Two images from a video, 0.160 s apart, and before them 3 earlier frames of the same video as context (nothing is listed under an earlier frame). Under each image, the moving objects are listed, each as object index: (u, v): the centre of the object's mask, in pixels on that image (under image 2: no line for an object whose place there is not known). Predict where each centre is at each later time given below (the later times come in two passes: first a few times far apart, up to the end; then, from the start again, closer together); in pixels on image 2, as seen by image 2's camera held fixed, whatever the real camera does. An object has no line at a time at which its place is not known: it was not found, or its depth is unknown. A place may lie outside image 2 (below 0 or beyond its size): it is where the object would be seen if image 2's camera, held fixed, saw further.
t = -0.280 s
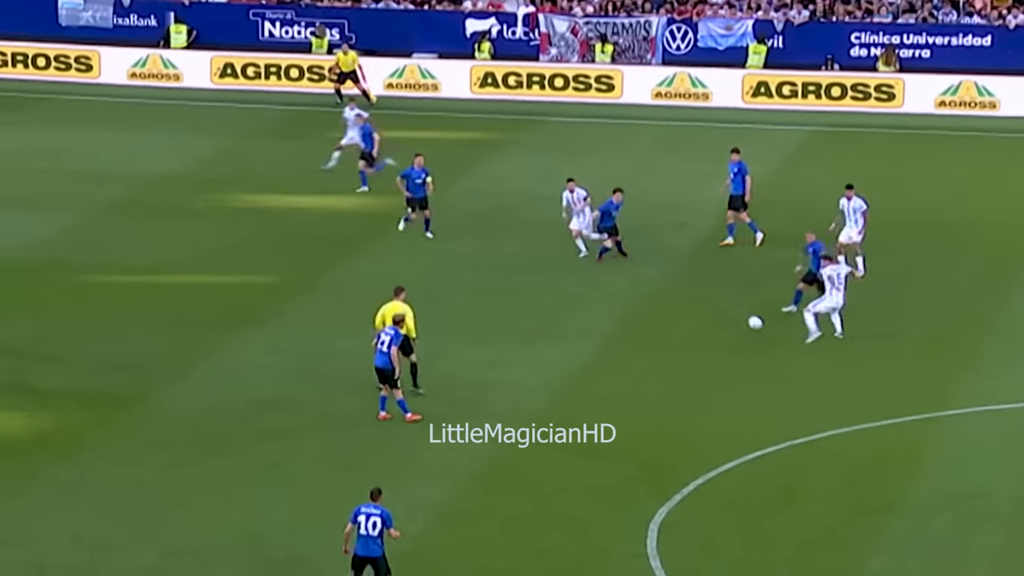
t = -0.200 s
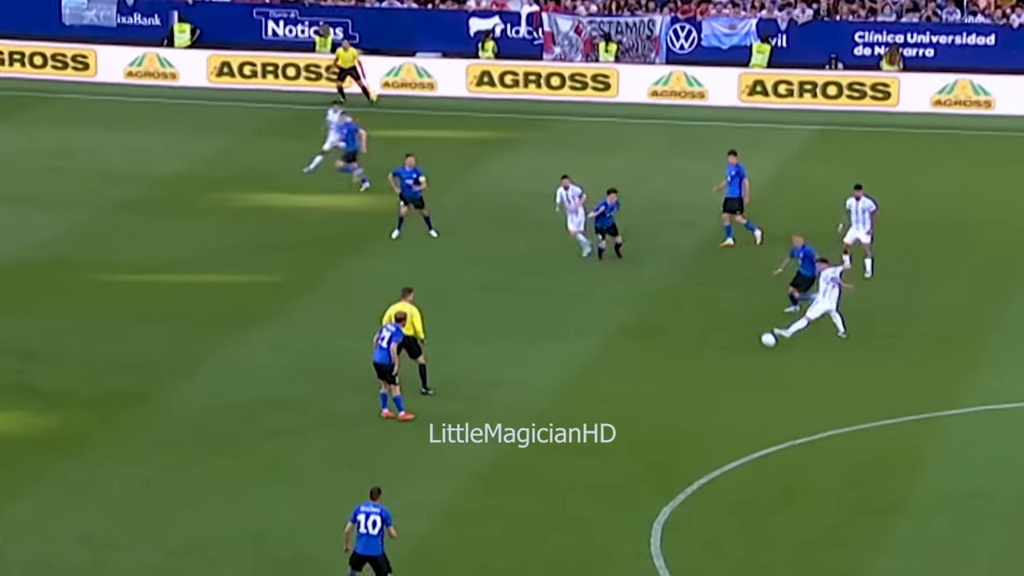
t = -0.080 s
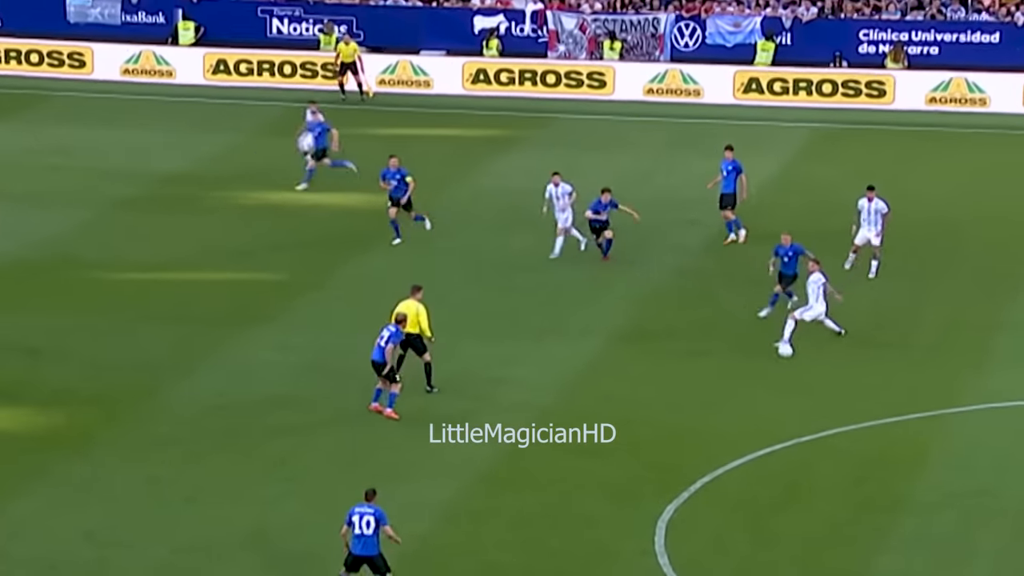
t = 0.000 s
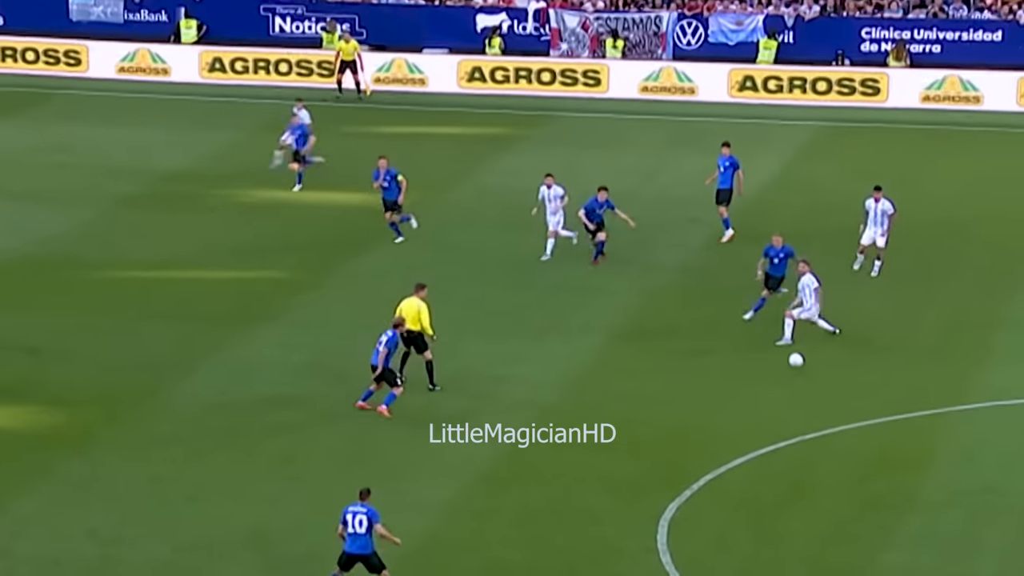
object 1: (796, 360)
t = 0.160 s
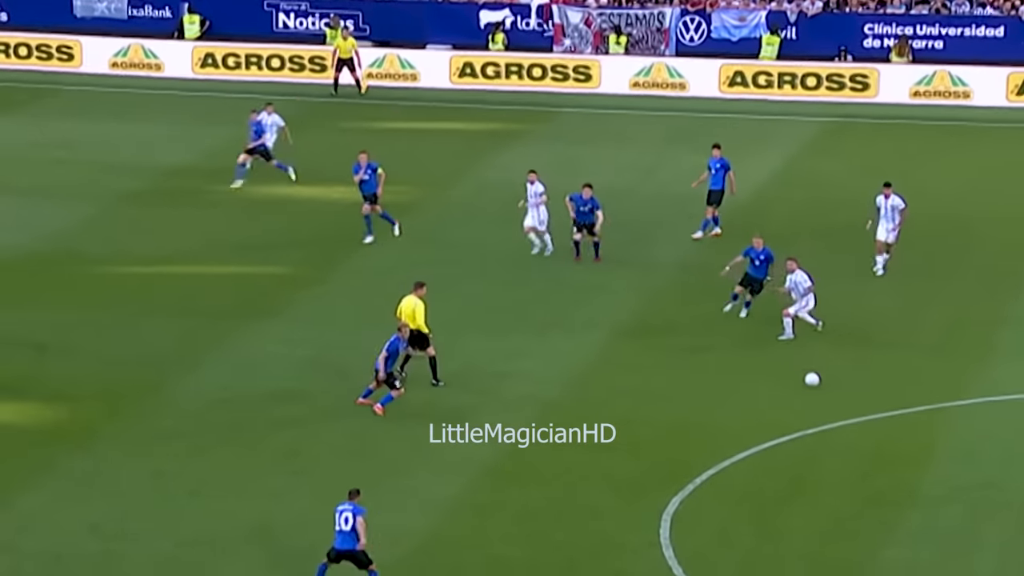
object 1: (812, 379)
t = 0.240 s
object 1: (817, 387)
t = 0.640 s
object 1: (838, 440)
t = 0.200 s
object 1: (814, 382)
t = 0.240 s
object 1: (817, 387)
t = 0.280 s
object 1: (820, 393)
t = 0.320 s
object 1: (823, 400)
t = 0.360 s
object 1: (825, 408)
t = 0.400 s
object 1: (827, 411)
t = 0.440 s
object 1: (829, 414)
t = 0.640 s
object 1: (838, 440)
